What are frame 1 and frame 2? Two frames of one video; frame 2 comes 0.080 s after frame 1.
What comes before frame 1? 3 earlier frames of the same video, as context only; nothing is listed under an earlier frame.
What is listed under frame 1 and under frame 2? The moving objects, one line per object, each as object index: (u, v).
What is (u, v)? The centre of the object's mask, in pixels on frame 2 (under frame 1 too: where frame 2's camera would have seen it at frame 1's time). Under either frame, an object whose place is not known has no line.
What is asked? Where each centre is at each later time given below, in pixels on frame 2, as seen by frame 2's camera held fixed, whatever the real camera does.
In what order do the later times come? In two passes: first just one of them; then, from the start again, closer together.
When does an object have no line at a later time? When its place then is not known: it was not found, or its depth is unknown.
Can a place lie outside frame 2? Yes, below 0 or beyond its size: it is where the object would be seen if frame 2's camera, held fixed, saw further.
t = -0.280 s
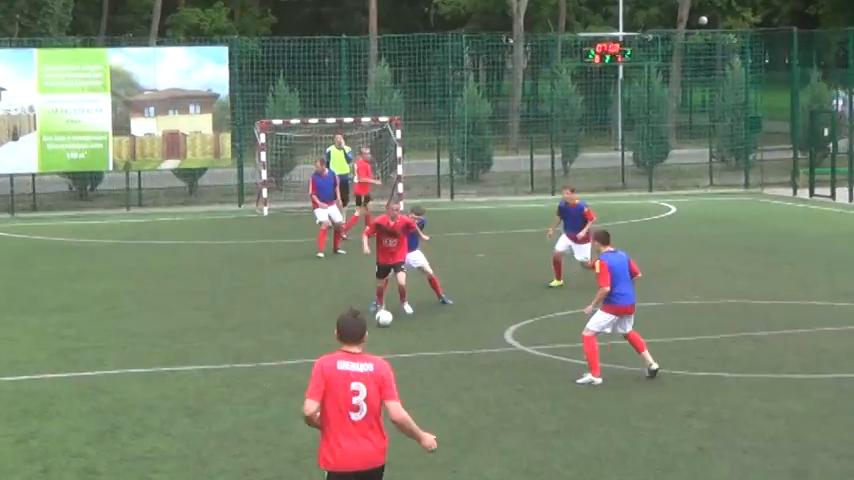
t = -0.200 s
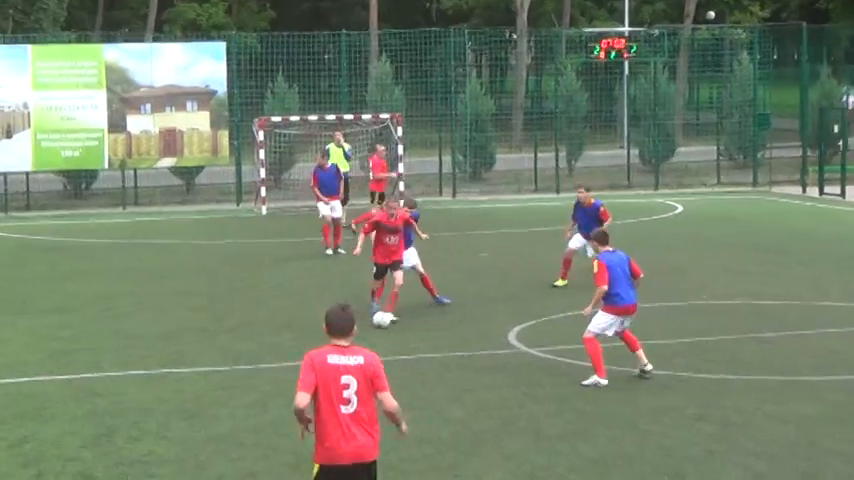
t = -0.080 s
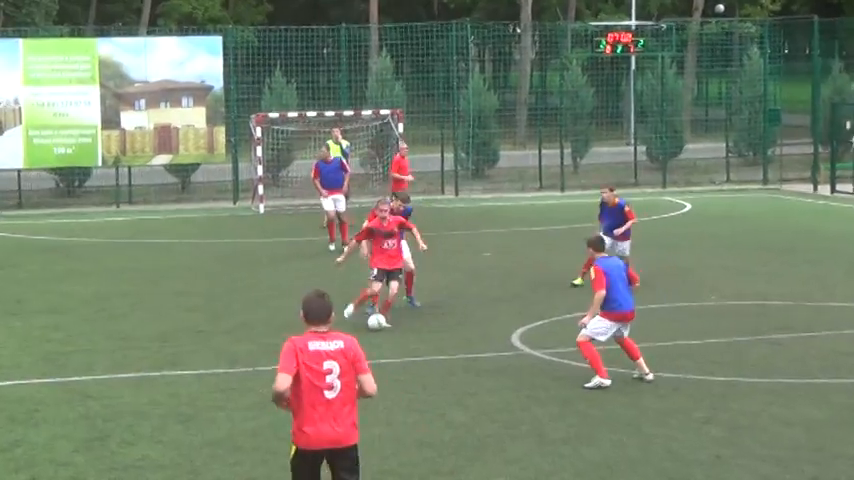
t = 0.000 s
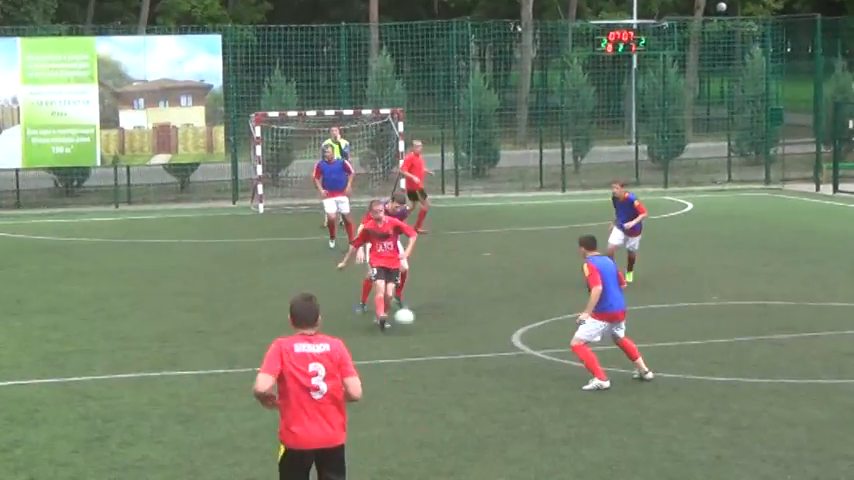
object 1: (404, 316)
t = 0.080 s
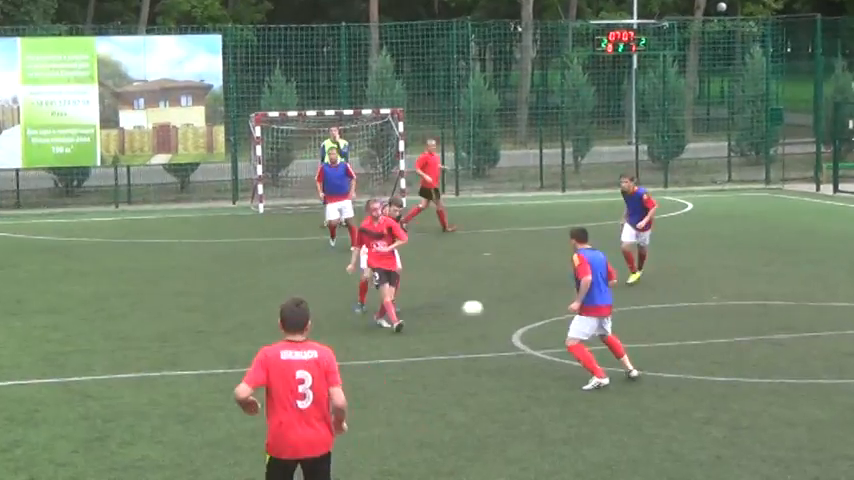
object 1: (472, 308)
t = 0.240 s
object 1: (618, 308)
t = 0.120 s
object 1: (508, 305)
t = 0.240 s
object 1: (618, 308)
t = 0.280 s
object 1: (657, 310)
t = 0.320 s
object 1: (694, 316)
